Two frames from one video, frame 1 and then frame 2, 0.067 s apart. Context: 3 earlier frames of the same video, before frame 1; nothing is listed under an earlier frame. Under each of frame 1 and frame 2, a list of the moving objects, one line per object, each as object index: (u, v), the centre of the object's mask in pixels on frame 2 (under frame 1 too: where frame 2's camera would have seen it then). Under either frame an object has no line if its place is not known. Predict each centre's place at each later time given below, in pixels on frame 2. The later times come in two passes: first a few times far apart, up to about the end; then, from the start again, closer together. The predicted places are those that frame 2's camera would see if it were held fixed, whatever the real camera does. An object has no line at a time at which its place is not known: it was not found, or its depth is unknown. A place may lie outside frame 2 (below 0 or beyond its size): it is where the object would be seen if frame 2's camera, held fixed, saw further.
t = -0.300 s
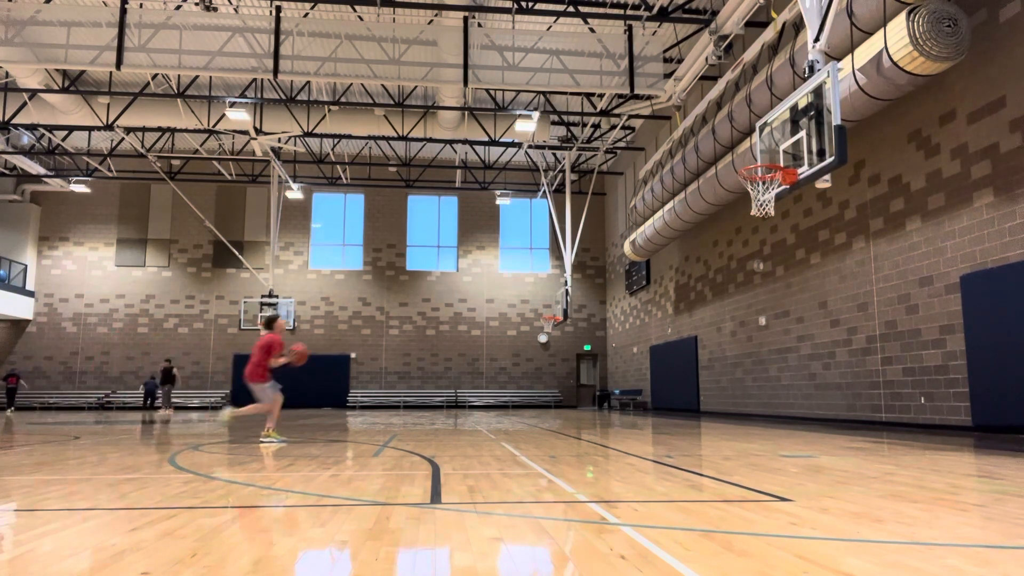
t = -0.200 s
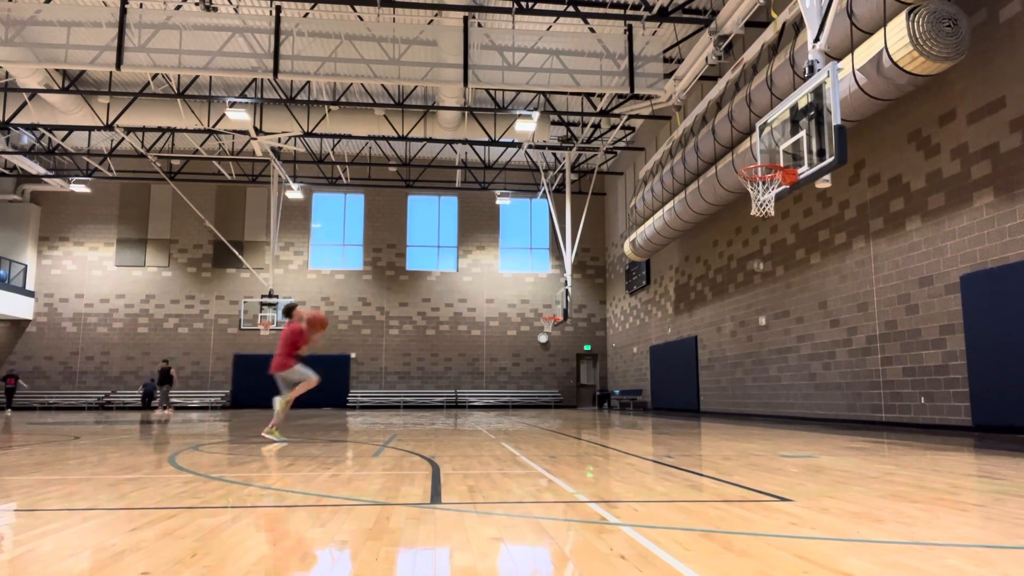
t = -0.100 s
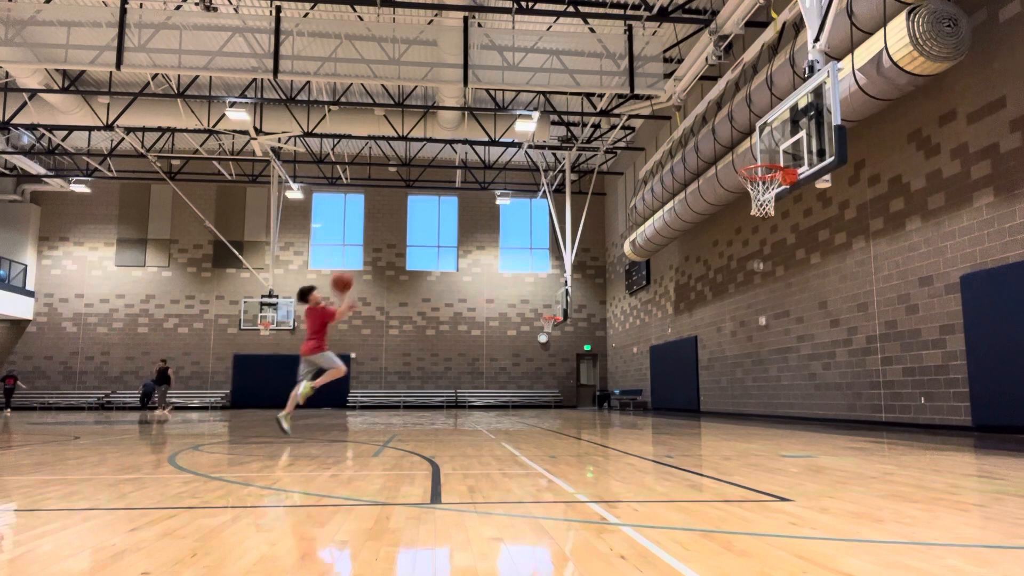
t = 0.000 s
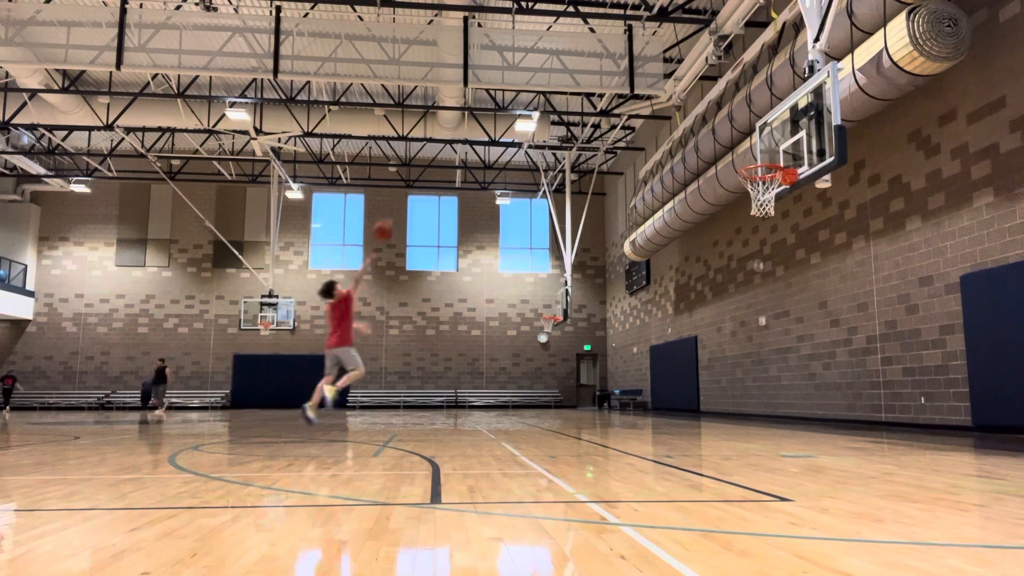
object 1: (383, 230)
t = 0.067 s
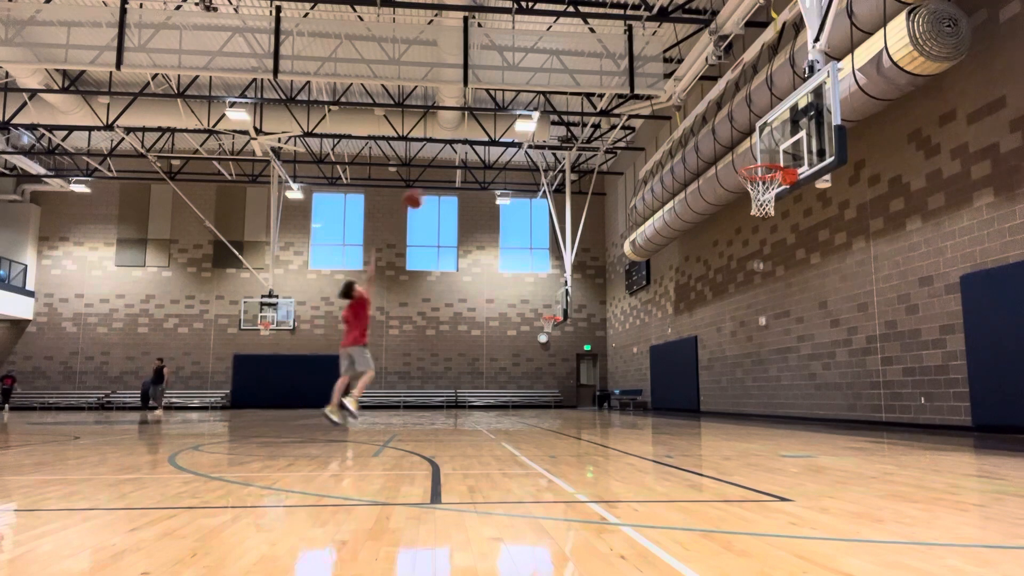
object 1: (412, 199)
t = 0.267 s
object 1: (498, 132)
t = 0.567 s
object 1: (618, 93)
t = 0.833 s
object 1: (723, 116)
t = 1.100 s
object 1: (749, 179)
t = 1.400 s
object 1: (741, 198)
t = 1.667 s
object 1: (750, 258)
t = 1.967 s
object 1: (764, 402)
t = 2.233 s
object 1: (771, 344)
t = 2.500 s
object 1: (779, 295)
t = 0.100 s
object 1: (427, 185)
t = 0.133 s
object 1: (442, 173)
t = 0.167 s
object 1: (455, 162)
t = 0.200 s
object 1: (470, 152)
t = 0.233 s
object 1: (483, 140)
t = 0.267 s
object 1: (498, 132)
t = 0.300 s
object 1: (511, 124)
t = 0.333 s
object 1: (526, 115)
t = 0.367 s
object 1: (538, 111)
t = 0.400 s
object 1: (551, 106)
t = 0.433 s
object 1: (565, 101)
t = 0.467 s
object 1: (580, 96)
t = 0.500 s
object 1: (592, 95)
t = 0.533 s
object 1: (605, 93)
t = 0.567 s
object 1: (618, 93)
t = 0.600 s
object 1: (632, 92)
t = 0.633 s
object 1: (645, 93)
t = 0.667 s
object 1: (657, 95)
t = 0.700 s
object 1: (670, 98)
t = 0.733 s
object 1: (683, 101)
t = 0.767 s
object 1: (695, 105)
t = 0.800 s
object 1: (710, 110)
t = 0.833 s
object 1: (723, 116)
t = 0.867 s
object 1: (736, 123)
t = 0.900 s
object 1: (748, 130)
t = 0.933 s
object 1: (762, 140)
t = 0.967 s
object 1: (775, 149)
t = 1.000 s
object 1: (780, 159)
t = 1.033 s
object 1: (771, 161)
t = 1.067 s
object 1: (759, 172)
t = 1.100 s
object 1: (749, 179)
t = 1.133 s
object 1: (742, 188)
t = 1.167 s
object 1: (741, 192)
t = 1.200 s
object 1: (739, 191)
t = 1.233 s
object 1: (740, 191)
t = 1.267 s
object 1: (739, 192)
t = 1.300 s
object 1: (740, 192)
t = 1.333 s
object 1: (740, 194)
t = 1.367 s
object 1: (740, 195)
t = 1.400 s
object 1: (741, 198)
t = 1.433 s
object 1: (742, 202)
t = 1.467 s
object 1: (743, 207)
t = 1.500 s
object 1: (745, 212)
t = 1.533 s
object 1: (747, 219)
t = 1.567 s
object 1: (747, 228)
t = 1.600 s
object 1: (748, 237)
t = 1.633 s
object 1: (749, 247)
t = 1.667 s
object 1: (750, 258)
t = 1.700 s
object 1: (752, 270)
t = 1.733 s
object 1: (753, 282)
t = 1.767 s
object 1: (755, 297)
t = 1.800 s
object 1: (756, 313)
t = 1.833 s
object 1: (758, 327)
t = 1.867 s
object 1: (760, 345)
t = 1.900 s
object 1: (762, 363)
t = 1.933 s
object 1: (762, 381)
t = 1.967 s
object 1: (764, 402)
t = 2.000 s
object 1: (766, 423)
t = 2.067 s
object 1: (768, 410)
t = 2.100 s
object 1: (768, 393)
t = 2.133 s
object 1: (768, 379)
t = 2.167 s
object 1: (770, 366)
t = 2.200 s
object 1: (770, 354)
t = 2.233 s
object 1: (771, 344)
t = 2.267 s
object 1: (772, 334)
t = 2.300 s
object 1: (771, 325)
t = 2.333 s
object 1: (774, 318)
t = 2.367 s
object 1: (774, 311)
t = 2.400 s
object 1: (776, 305)
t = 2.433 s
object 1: (777, 301)
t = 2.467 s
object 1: (778, 298)
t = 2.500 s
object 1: (779, 295)
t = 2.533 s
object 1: (780, 294)
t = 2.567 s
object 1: (781, 293)
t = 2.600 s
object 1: (782, 294)
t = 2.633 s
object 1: (783, 295)
